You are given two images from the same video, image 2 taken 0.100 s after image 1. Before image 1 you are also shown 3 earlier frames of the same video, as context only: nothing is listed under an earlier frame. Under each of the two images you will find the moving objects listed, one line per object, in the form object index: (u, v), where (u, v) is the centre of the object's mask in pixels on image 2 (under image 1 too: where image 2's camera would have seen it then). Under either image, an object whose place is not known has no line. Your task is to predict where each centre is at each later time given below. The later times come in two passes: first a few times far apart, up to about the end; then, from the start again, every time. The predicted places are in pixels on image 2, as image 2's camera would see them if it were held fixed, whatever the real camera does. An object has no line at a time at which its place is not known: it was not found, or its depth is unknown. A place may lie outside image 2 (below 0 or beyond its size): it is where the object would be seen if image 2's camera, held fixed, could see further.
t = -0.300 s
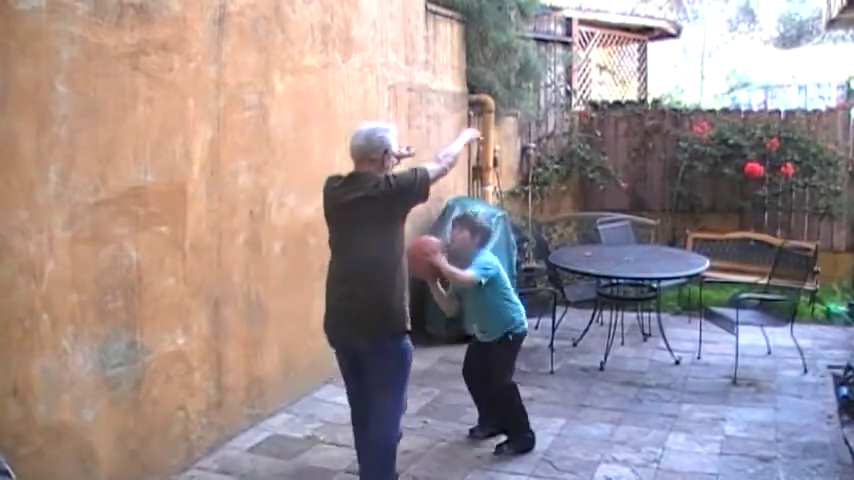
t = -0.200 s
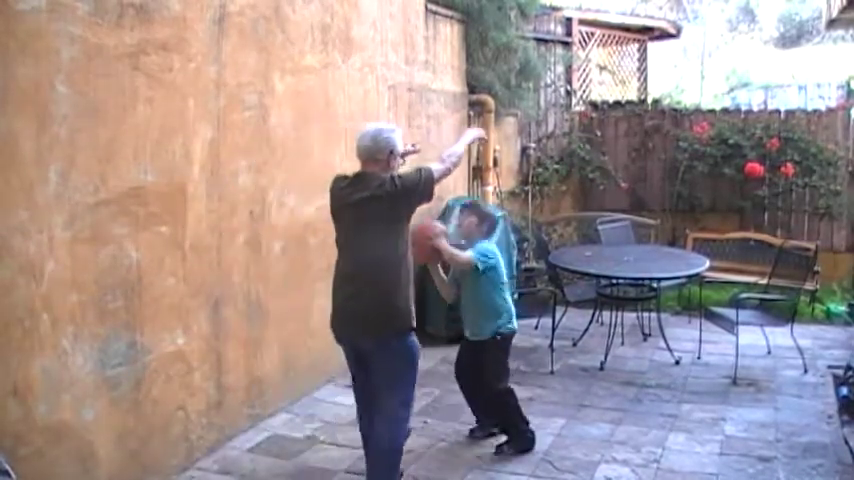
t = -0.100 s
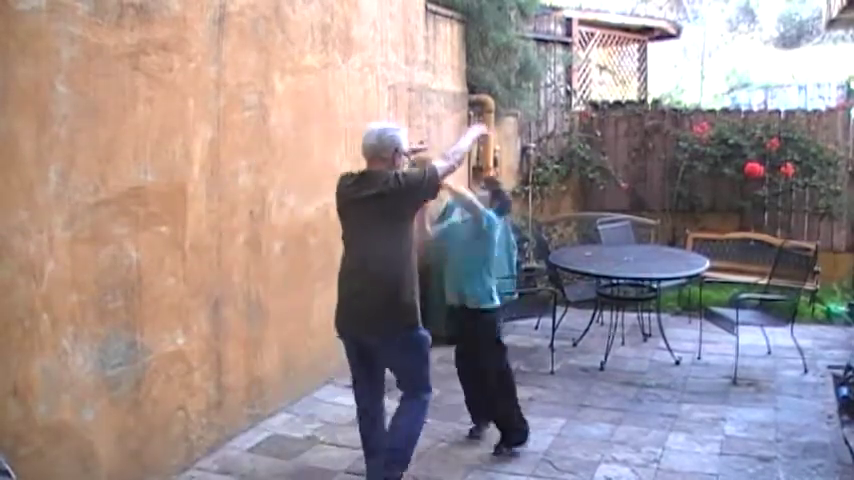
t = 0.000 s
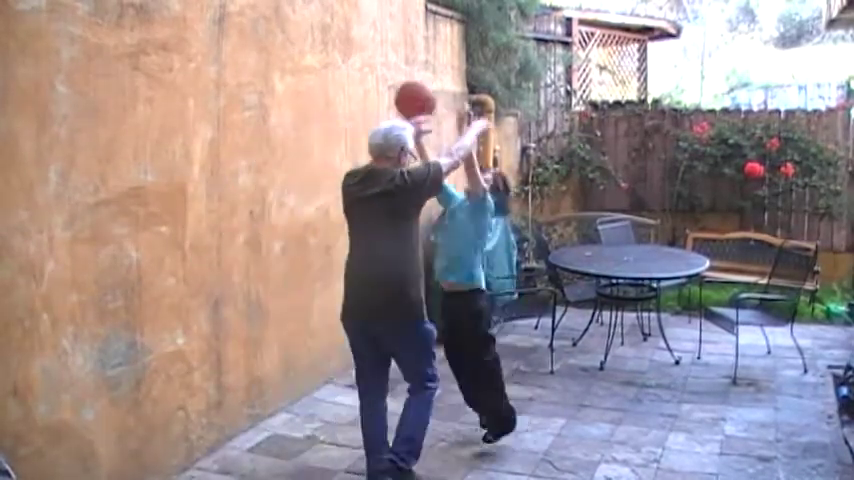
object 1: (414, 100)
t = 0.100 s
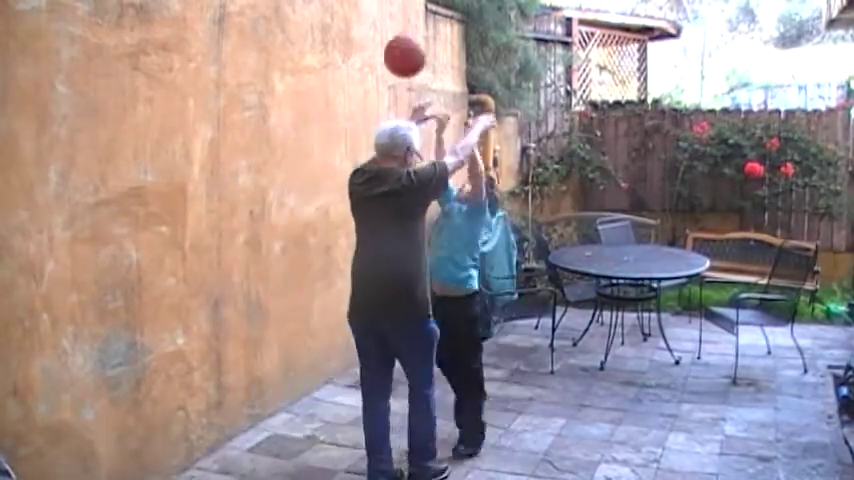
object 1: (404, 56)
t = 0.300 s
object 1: (383, 20)
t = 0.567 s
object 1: (355, 94)
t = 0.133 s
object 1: (400, 45)
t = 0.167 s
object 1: (397, 36)
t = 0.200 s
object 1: (394, 29)
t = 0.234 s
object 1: (390, 23)
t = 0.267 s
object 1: (387, 20)
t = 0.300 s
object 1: (383, 20)
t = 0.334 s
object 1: (380, 21)
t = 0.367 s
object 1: (376, 23)
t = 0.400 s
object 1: (372, 29)
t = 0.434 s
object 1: (369, 37)
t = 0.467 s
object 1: (365, 48)
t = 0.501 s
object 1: (362, 60)
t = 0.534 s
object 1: (359, 76)
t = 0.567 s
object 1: (355, 94)
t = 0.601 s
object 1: (352, 113)
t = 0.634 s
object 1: (349, 136)
